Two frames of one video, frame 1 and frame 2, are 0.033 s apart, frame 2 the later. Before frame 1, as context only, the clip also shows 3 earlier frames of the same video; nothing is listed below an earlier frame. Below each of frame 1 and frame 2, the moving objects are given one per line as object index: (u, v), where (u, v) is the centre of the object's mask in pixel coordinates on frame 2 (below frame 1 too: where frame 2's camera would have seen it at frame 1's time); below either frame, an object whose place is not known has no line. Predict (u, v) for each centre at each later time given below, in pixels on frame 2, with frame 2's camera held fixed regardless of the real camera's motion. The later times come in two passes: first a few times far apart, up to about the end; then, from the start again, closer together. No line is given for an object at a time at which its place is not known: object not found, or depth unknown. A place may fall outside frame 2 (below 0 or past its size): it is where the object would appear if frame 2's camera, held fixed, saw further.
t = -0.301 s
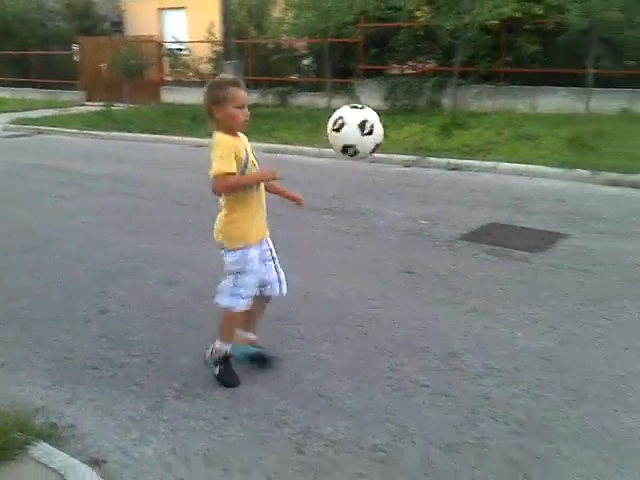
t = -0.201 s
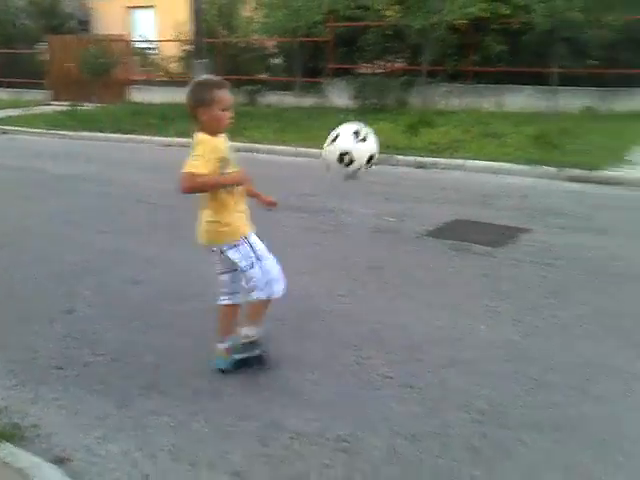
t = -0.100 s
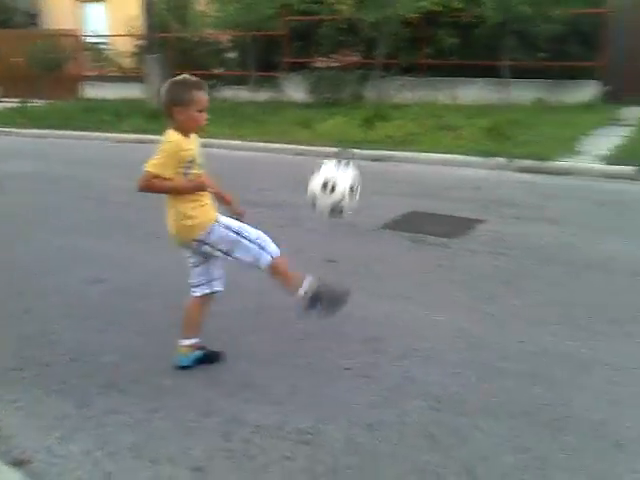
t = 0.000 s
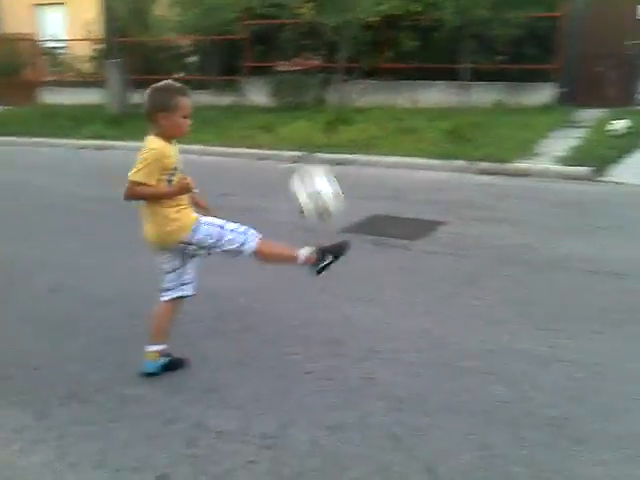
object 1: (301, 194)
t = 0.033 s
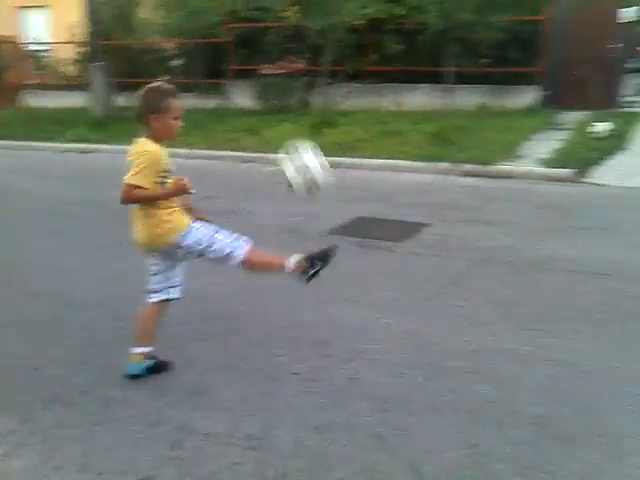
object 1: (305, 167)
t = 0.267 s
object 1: (325, 40)
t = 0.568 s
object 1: (352, 45)
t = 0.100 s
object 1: (310, 117)
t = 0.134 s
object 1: (313, 98)
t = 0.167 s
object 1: (316, 80)
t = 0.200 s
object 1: (319, 63)
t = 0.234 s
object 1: (322, 51)
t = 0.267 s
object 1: (325, 40)
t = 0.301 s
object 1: (328, 32)
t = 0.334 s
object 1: (332, 25)
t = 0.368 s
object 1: (335, 21)
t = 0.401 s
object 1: (339, 19)
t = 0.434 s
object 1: (342, 20)
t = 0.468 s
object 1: (344, 23)
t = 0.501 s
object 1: (346, 29)
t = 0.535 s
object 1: (350, 36)
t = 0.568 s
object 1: (352, 45)
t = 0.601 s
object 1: (355, 56)
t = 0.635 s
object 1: (357, 70)
